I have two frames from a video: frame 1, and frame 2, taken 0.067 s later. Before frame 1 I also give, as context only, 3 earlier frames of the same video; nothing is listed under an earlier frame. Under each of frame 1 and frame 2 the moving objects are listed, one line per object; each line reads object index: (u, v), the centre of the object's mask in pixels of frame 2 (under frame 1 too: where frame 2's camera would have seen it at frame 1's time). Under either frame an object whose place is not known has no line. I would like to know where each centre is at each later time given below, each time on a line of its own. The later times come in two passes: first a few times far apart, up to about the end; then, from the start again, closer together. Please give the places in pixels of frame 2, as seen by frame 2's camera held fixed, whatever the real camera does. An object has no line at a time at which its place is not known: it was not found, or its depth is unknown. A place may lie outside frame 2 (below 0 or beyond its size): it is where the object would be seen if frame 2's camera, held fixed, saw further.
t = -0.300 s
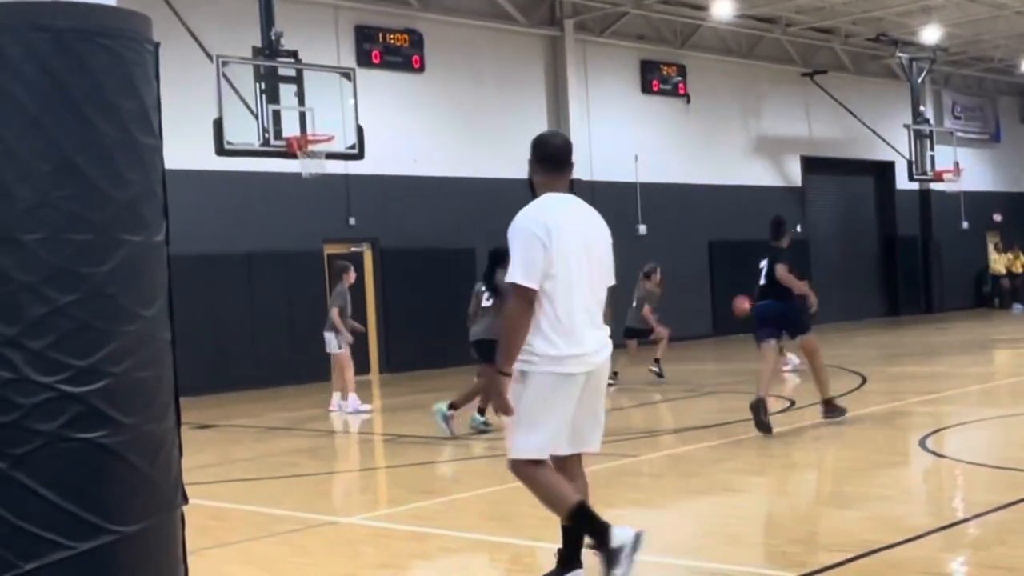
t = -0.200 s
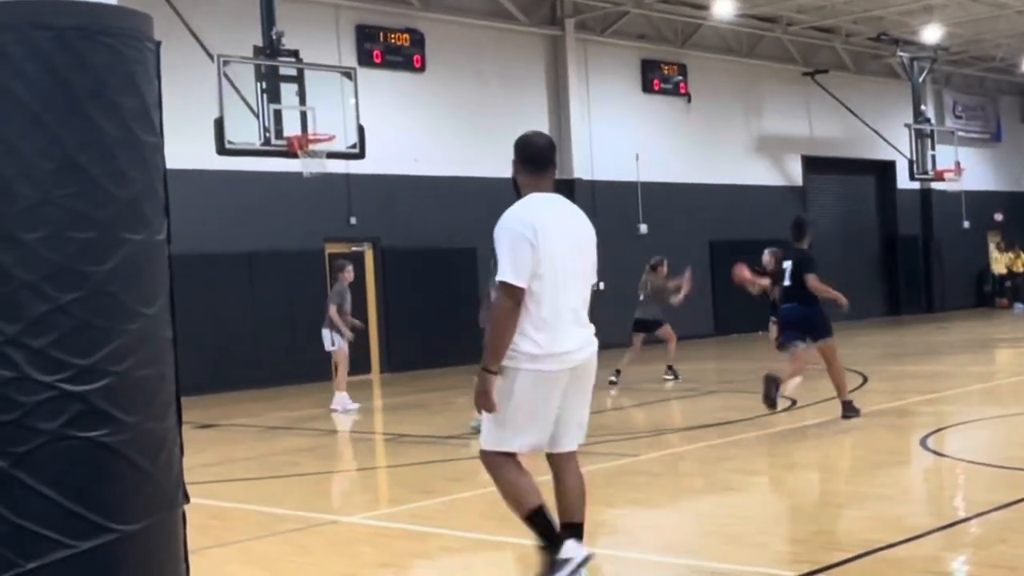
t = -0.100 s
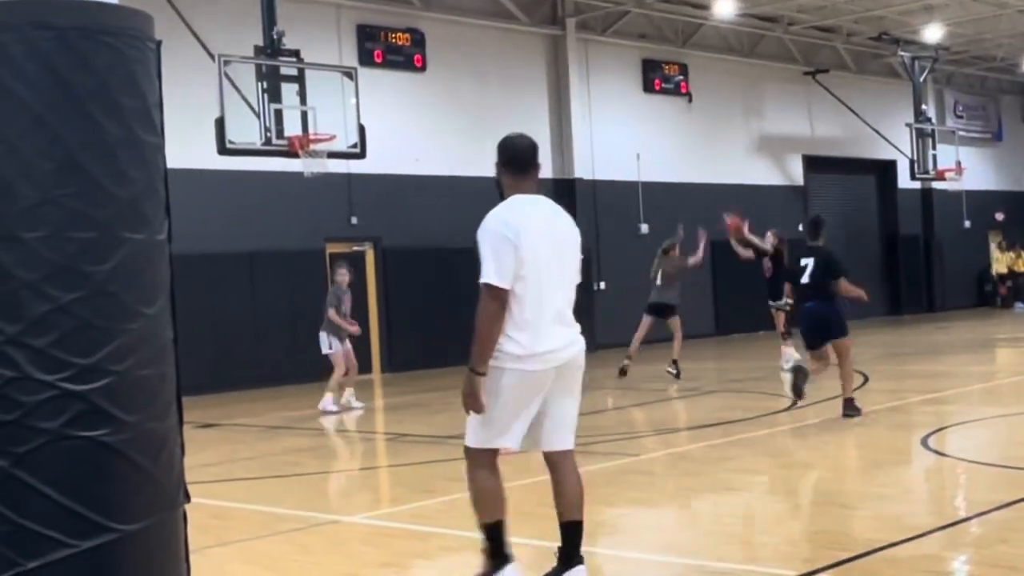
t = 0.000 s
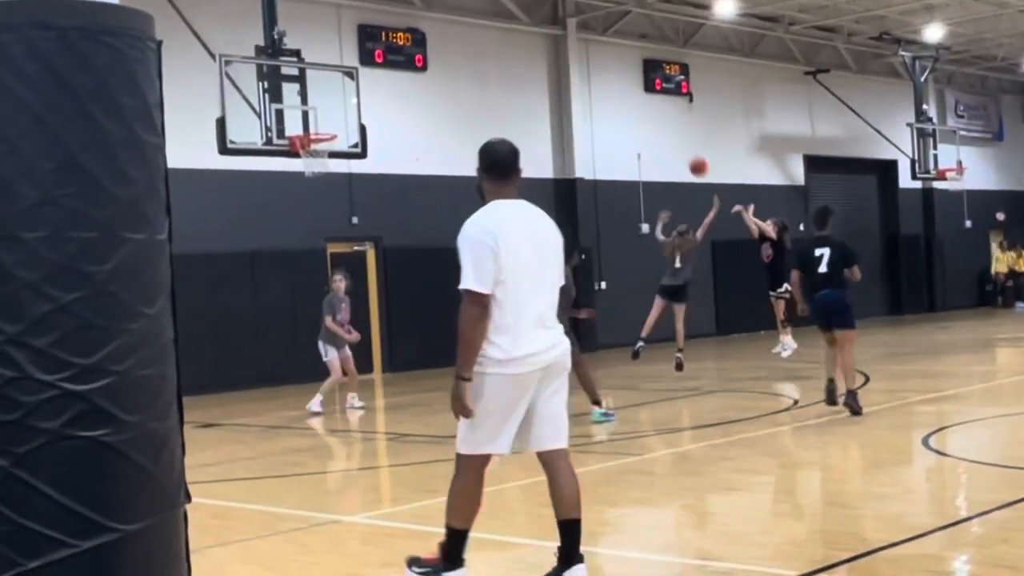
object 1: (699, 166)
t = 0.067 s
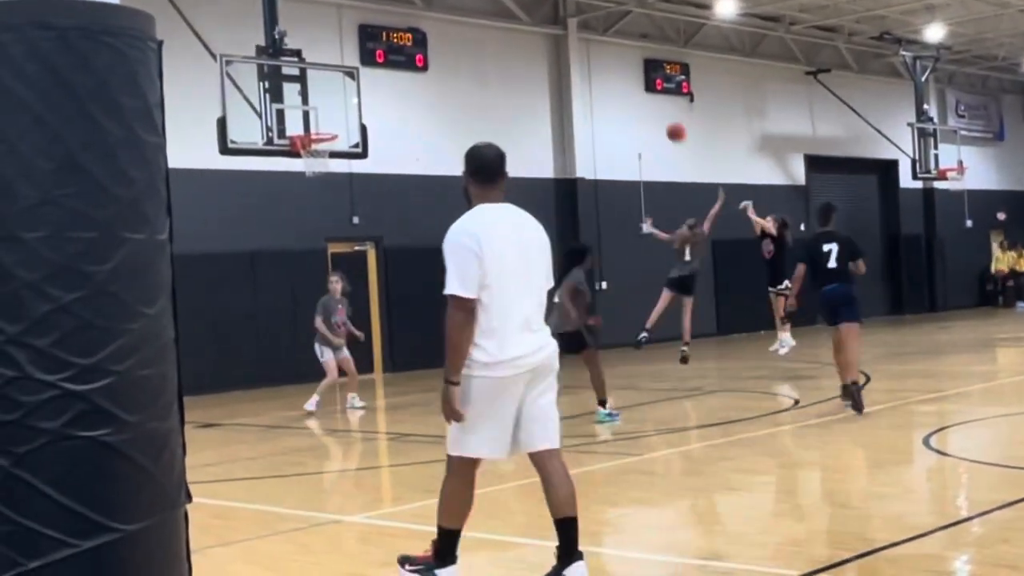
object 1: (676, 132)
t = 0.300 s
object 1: (595, 36)
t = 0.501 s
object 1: (535, 4)
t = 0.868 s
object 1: (421, 6)
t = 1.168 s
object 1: (332, 88)
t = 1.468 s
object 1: (372, 109)
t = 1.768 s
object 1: (452, 125)
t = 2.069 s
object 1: (534, 214)
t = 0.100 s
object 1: (665, 116)
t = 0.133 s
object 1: (653, 102)
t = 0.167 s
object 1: (642, 88)
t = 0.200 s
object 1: (631, 75)
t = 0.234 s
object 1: (620, 62)
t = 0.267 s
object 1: (609, 51)
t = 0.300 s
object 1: (595, 36)
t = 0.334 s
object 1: (588, 31)
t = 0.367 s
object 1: (577, 23)
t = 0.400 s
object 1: (565, 15)
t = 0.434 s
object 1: (557, 7)
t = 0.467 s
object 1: (545, 6)
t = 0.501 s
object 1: (535, 4)
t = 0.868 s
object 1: (421, 6)
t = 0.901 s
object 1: (410, 9)
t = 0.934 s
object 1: (400, 14)
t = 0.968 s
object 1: (390, 21)
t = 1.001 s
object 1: (380, 31)
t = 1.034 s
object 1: (372, 40)
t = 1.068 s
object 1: (360, 51)
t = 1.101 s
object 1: (351, 62)
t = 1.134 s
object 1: (342, 76)
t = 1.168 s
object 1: (332, 88)
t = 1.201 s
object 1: (323, 103)
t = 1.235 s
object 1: (313, 119)
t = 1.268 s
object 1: (305, 130)
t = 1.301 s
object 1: (320, 130)
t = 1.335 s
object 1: (336, 127)
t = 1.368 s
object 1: (345, 121)
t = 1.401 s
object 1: (354, 116)
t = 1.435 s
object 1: (363, 112)
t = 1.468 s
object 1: (372, 109)
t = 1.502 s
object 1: (381, 108)
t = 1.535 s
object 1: (390, 107)
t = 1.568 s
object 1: (398, 106)
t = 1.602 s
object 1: (407, 107)
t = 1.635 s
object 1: (417, 109)
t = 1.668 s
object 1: (426, 112)
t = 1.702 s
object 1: (435, 116)
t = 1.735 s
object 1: (443, 120)
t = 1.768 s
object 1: (452, 125)
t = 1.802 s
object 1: (461, 132)
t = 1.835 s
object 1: (470, 139)
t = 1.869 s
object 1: (479, 147)
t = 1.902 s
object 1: (488, 156)
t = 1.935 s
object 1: (497, 166)
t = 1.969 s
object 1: (507, 176)
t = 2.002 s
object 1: (516, 187)
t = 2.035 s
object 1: (525, 200)
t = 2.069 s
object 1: (534, 214)
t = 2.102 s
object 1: (542, 228)
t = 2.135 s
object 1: (551, 243)
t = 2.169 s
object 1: (560, 259)
